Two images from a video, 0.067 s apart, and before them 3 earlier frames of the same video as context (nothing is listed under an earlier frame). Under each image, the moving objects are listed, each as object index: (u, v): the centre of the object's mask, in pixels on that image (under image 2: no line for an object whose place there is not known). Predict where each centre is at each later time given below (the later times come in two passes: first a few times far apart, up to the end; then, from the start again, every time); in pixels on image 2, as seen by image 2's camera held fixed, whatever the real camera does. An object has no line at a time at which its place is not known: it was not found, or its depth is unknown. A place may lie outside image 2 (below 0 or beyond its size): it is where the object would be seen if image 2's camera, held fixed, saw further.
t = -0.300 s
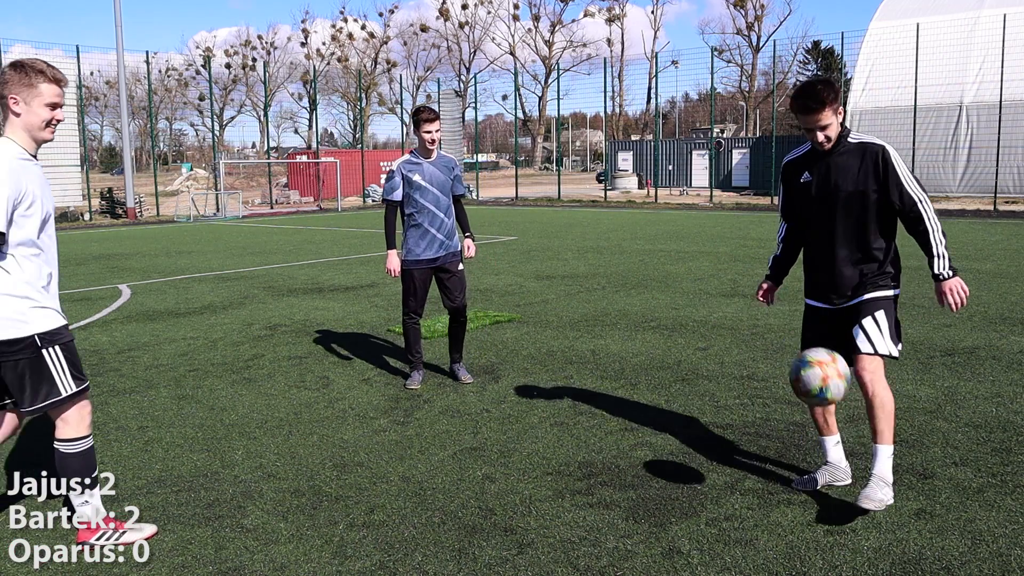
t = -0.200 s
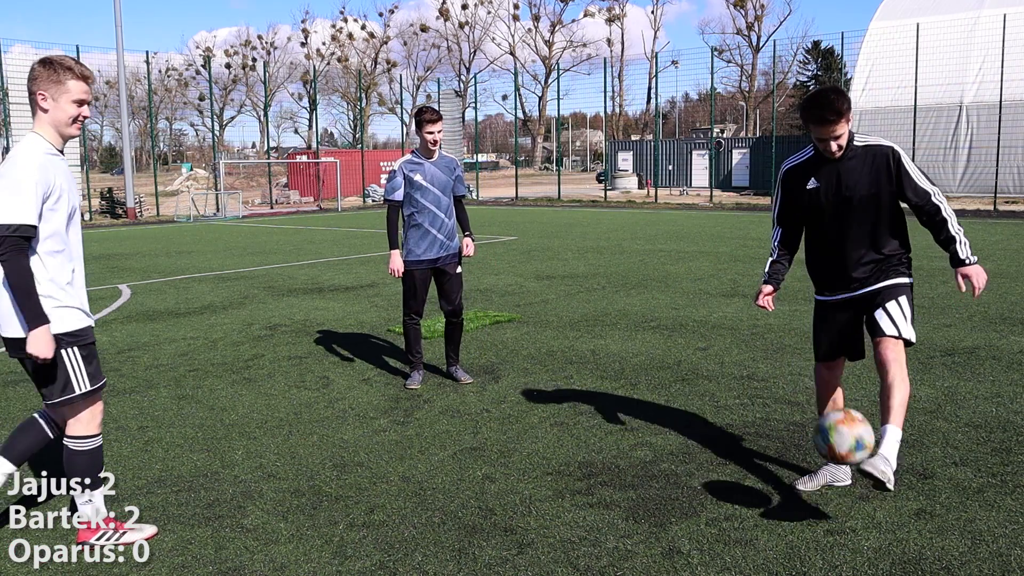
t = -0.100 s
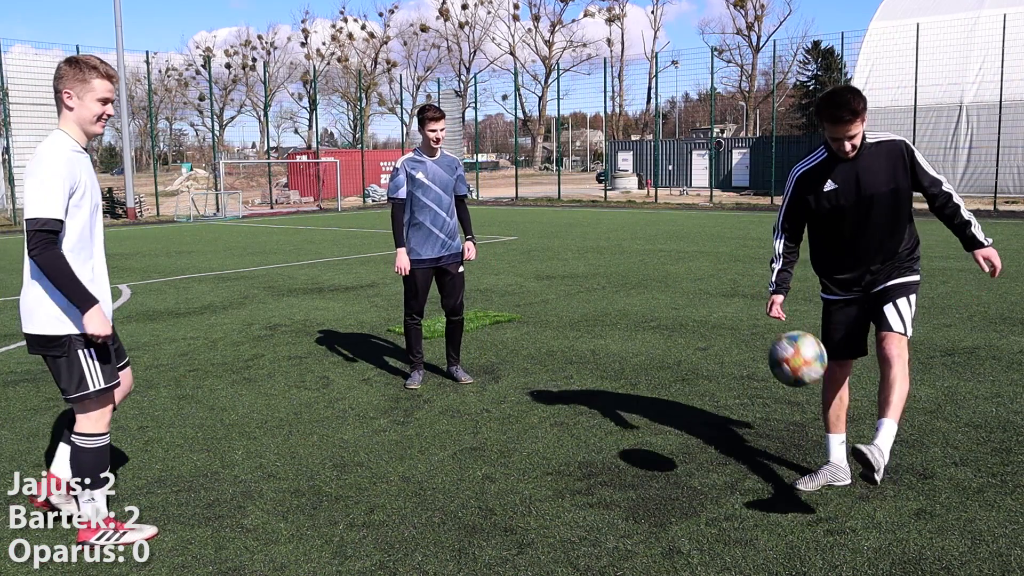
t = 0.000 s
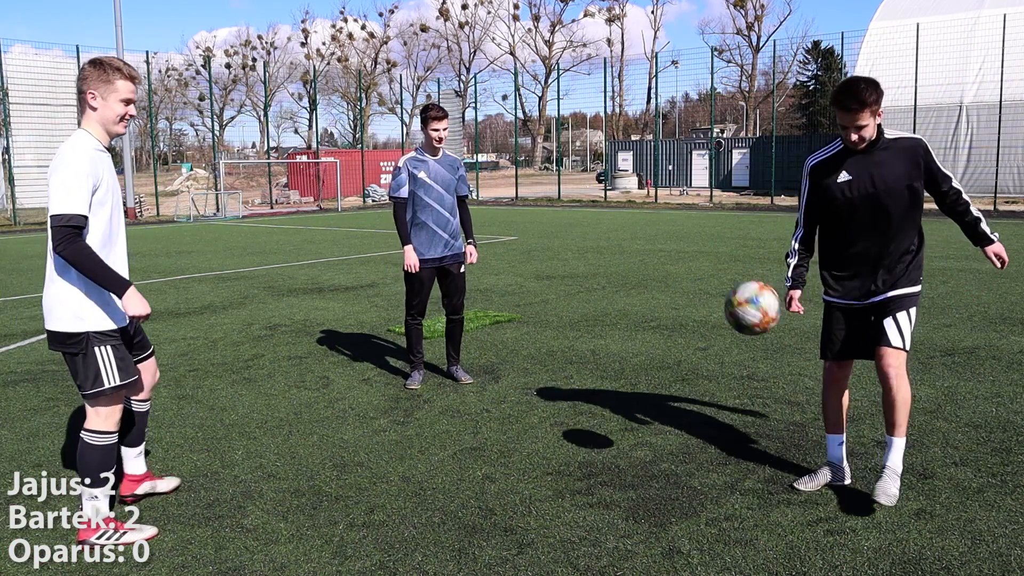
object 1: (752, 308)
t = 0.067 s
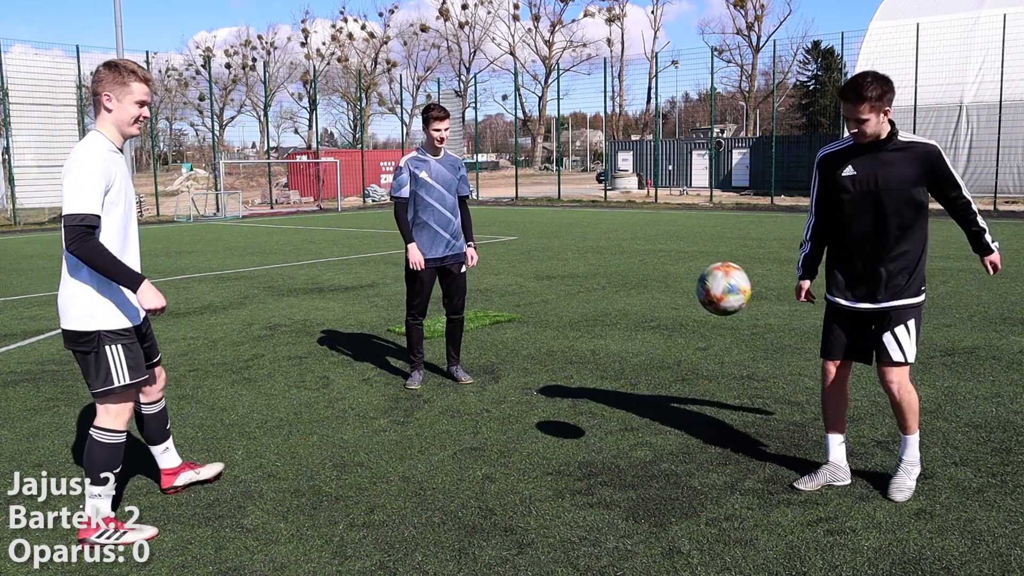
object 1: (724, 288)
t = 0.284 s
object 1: (639, 298)
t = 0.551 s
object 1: (555, 429)
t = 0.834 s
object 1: (518, 317)
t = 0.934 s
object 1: (506, 313)
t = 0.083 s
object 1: (717, 285)
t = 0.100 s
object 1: (710, 283)
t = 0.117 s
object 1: (703, 281)
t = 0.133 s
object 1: (696, 280)
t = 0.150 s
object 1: (690, 280)
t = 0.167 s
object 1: (683, 280)
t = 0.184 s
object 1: (676, 281)
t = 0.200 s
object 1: (670, 282)
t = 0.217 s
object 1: (663, 284)
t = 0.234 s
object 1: (657, 287)
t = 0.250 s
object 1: (651, 290)
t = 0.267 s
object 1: (645, 294)
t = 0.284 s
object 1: (639, 298)
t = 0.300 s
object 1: (633, 303)
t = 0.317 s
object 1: (627, 308)
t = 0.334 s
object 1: (622, 314)
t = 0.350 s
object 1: (616, 321)
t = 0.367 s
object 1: (610, 327)
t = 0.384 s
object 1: (605, 335)
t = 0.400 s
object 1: (599, 343)
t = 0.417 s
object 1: (594, 351)
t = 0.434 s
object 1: (589, 360)
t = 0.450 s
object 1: (584, 368)
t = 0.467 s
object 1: (578, 378)
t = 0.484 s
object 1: (574, 388)
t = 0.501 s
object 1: (568, 398)
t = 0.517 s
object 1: (564, 409)
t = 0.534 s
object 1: (559, 420)
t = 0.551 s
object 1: (555, 429)
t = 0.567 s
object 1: (552, 419)
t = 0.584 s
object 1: (550, 408)
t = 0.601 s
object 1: (547, 397)
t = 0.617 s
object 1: (545, 389)
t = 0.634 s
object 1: (543, 380)
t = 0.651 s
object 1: (541, 372)
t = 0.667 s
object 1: (539, 364)
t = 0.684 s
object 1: (536, 357)
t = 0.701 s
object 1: (534, 350)
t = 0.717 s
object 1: (532, 344)
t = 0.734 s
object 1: (530, 338)
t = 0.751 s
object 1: (527, 334)
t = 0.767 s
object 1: (525, 329)
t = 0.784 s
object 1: (523, 325)
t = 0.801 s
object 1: (522, 322)
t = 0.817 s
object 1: (520, 319)
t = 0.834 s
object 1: (518, 317)
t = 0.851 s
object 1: (515, 315)
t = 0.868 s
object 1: (514, 313)
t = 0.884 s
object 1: (512, 313)
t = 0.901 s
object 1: (510, 312)
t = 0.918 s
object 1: (508, 313)
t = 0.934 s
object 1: (506, 313)
